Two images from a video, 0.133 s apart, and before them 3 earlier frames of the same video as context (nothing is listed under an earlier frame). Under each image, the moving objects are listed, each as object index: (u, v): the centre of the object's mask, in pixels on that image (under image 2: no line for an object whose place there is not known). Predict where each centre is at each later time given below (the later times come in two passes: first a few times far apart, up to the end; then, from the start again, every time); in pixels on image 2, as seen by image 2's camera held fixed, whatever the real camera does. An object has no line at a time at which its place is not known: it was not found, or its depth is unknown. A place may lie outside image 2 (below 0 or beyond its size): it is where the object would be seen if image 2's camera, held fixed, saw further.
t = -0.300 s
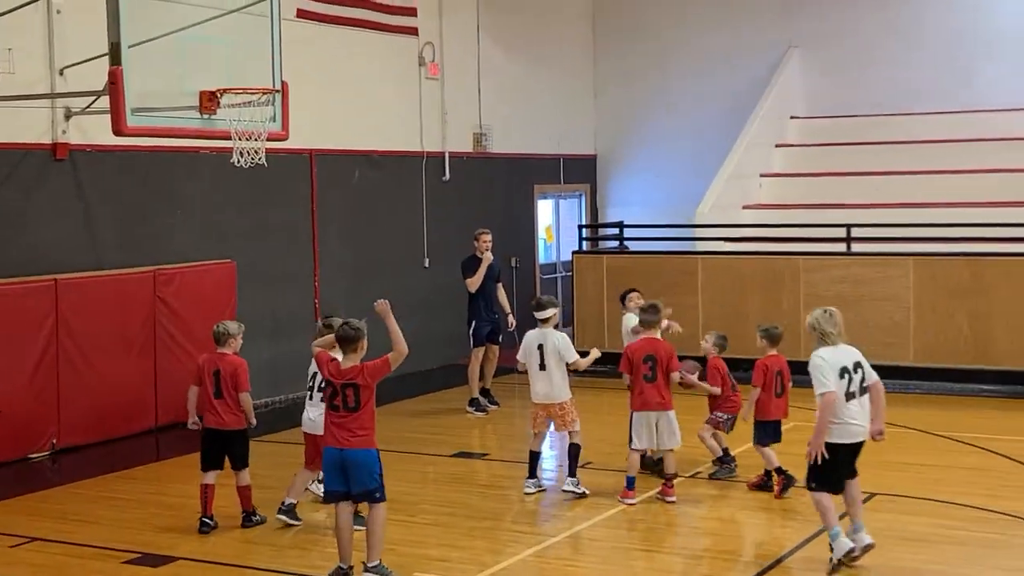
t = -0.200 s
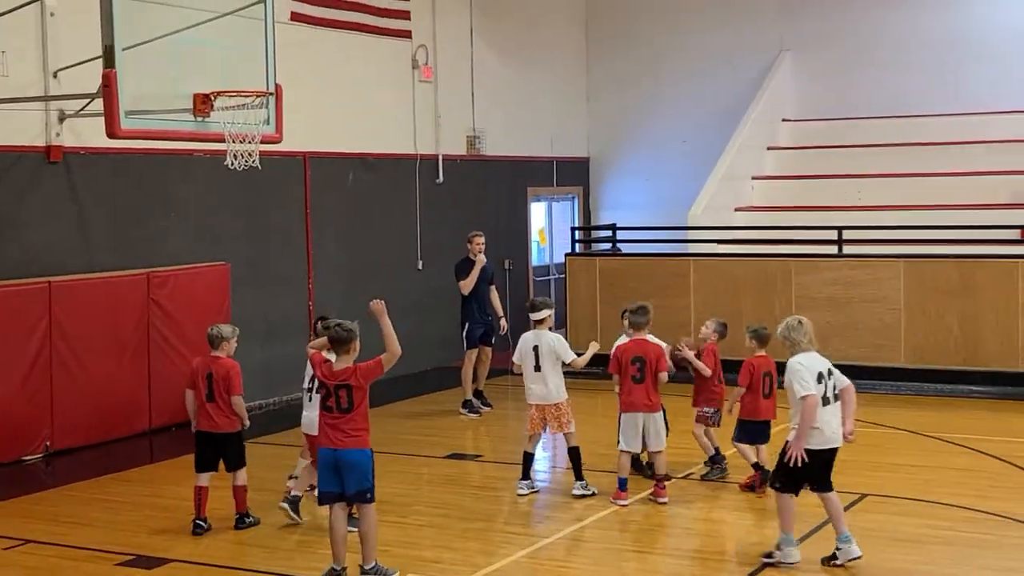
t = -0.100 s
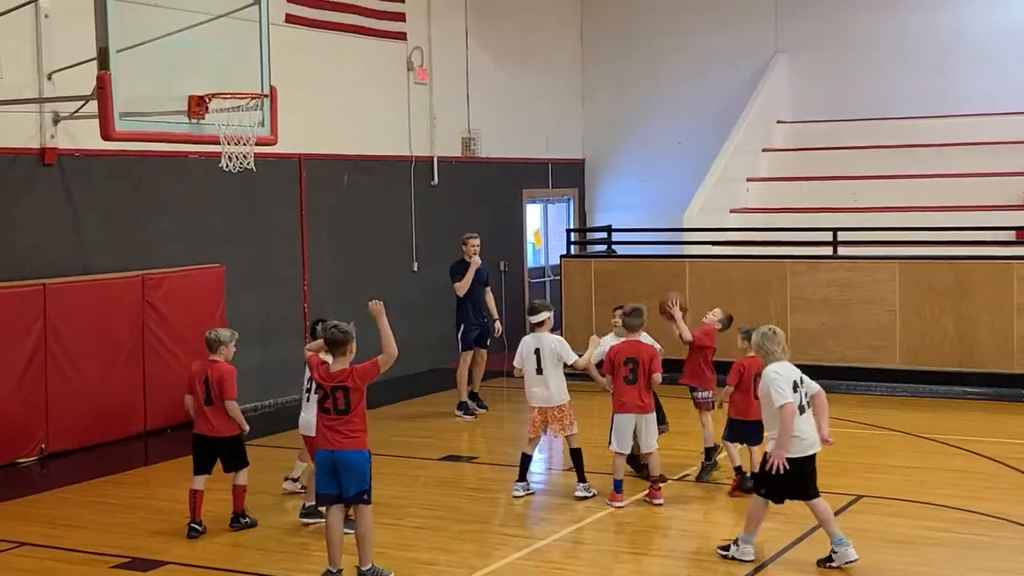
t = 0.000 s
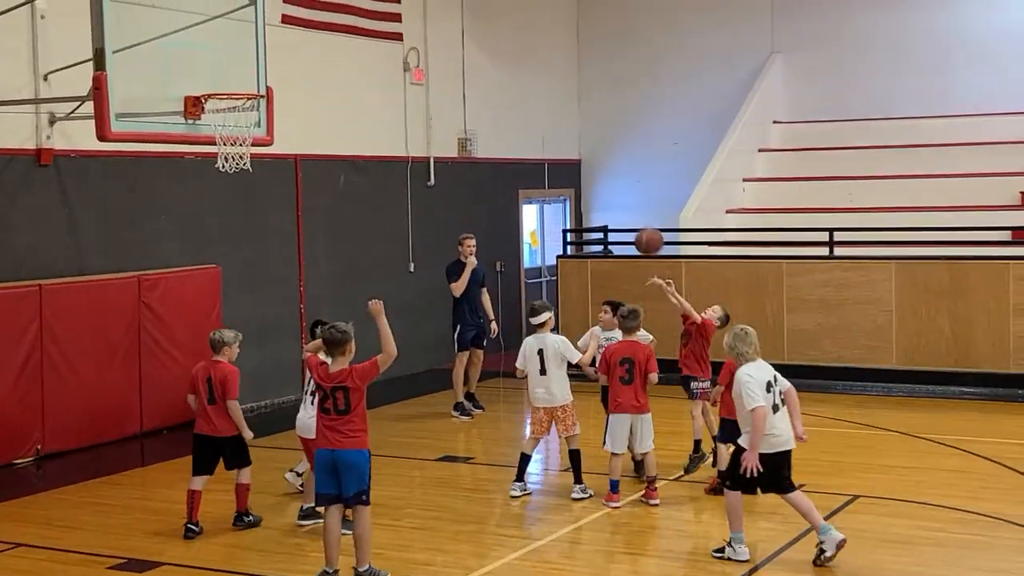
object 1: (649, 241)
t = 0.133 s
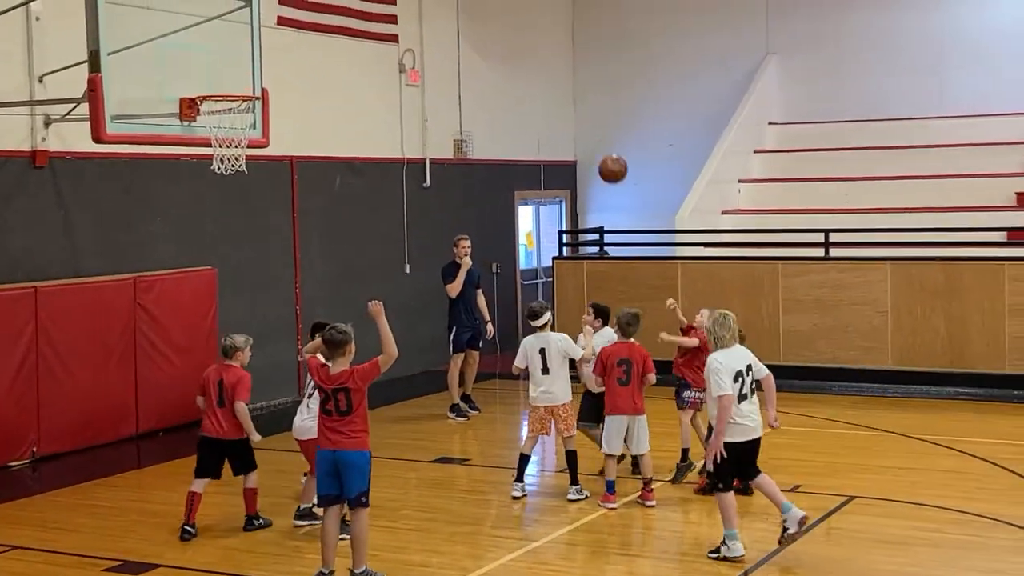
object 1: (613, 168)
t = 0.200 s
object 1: (597, 140)
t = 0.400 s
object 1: (550, 87)
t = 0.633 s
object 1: (497, 89)
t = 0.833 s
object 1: (453, 146)
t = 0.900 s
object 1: (437, 175)
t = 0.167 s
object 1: (605, 154)
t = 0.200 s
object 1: (597, 140)
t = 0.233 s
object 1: (589, 128)
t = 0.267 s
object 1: (581, 117)
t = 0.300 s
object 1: (574, 108)
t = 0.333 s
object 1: (566, 99)
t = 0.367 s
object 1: (558, 92)
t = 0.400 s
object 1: (550, 87)
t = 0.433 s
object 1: (542, 83)
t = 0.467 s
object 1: (535, 80)
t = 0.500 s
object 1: (527, 79)
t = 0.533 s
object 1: (520, 79)
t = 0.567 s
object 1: (512, 81)
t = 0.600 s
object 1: (504, 84)
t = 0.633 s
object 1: (497, 89)
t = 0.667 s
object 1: (489, 95)
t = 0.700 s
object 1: (482, 102)
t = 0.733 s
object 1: (474, 111)
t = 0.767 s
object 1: (467, 122)
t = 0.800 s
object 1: (459, 133)
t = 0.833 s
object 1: (453, 146)
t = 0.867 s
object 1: (443, 160)
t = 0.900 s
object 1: (437, 175)
